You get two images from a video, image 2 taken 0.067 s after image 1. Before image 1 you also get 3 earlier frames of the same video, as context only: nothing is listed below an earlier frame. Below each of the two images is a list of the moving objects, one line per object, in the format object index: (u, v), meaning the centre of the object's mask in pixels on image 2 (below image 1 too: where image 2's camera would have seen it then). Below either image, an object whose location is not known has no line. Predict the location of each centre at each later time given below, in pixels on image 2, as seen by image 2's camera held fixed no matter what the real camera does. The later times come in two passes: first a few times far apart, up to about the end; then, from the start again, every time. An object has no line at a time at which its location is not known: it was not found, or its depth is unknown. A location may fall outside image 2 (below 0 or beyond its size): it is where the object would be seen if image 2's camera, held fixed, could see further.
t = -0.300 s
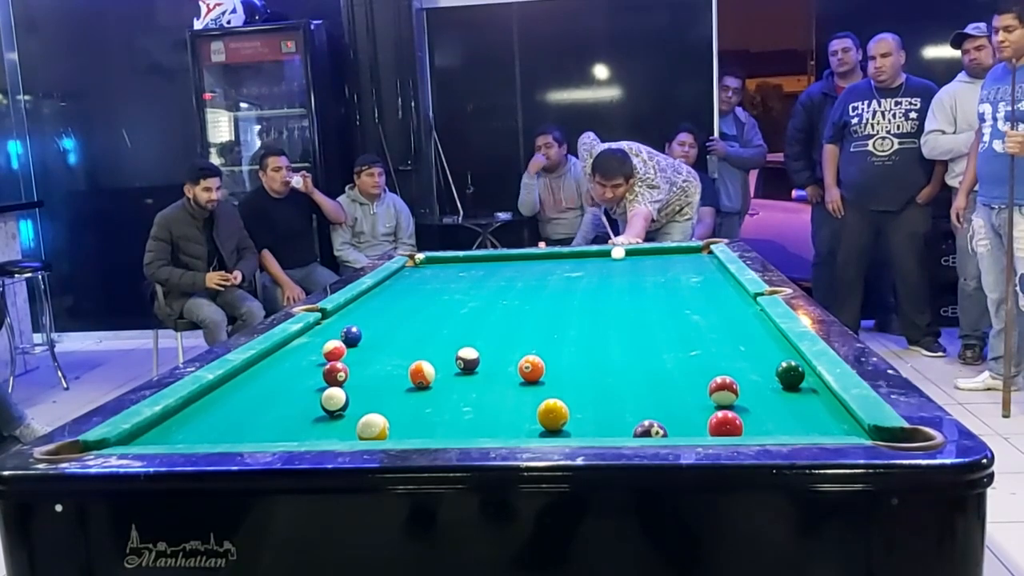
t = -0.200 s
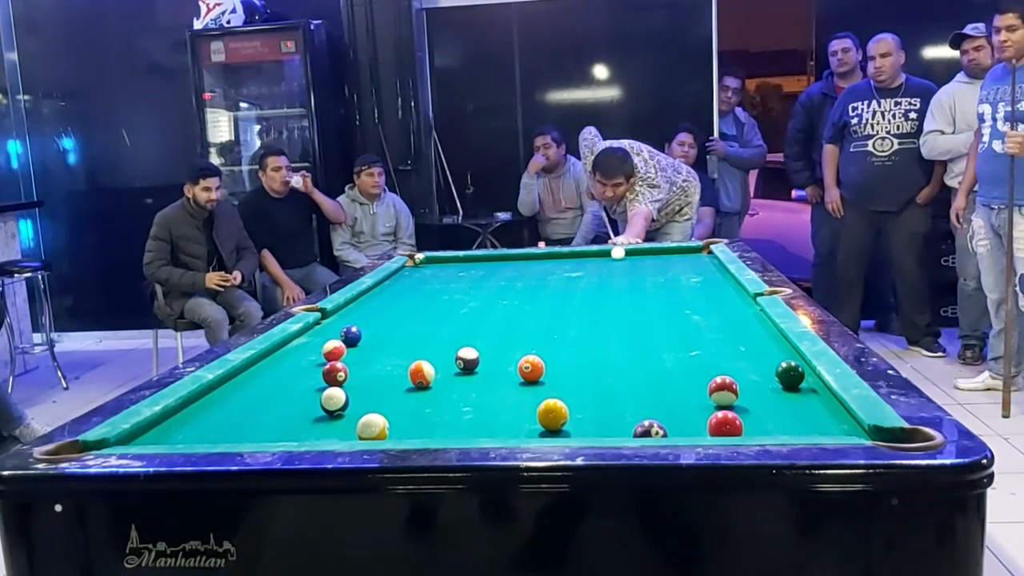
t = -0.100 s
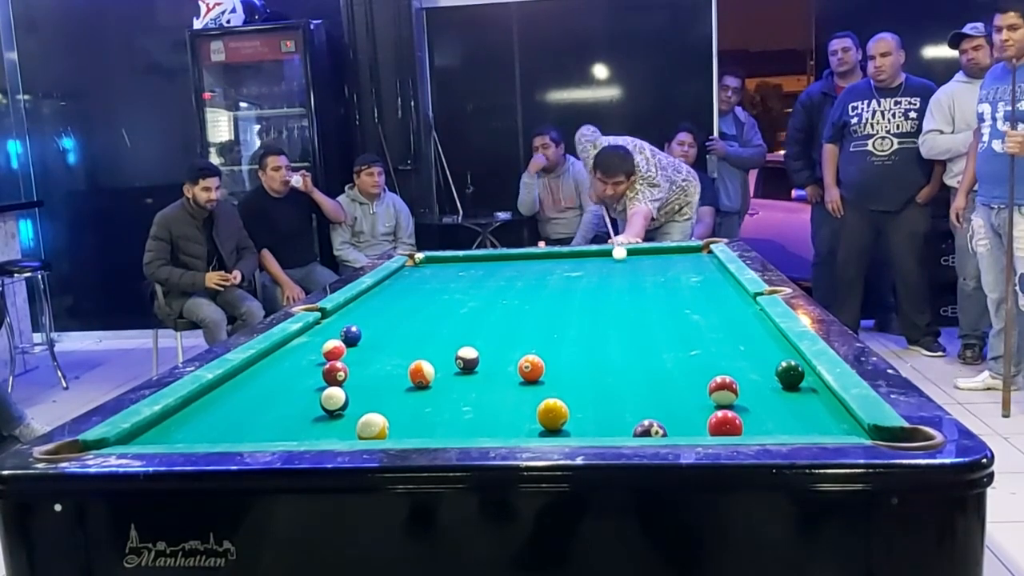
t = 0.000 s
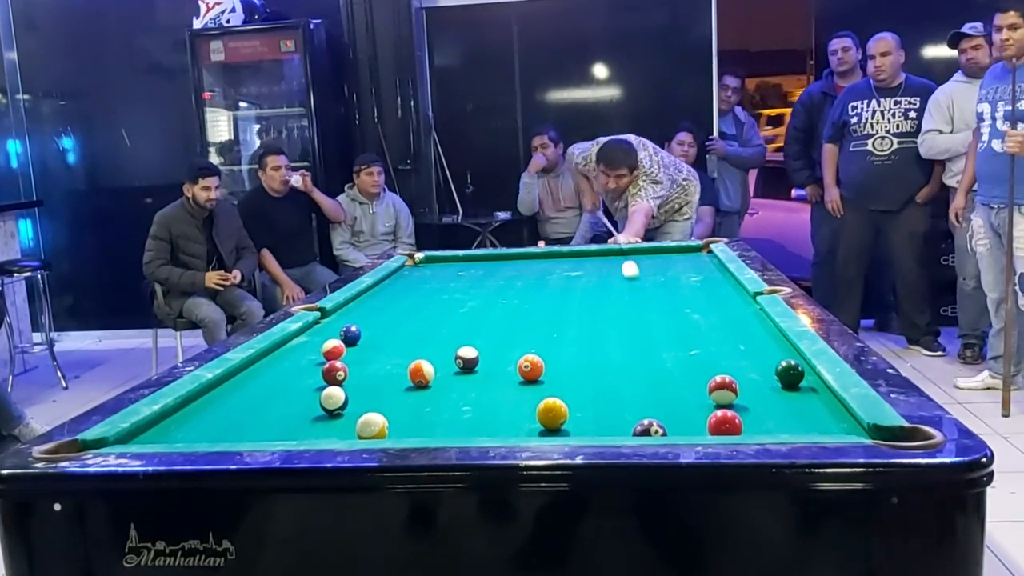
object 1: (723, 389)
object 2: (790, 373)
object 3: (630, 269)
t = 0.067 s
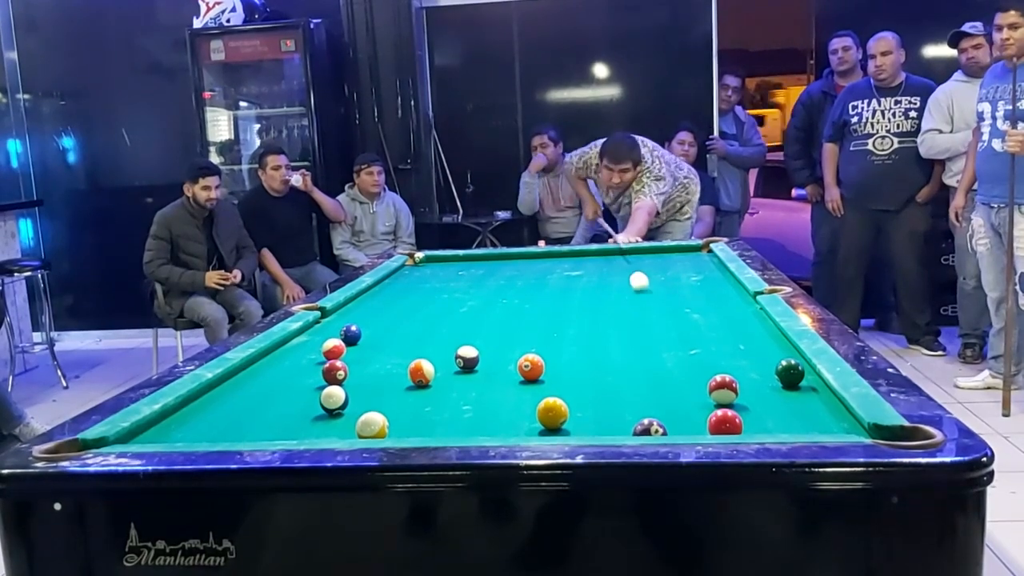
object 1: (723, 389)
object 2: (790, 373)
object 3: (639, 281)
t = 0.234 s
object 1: (723, 389)
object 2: (790, 373)
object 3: (670, 326)
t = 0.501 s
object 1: (828, 407)
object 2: (790, 373)
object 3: (625, 396)
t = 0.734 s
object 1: (721, 371)
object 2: (782, 360)
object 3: (596, 424)
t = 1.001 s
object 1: (612, 354)
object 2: (737, 343)
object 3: (609, 410)
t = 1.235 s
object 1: (538, 342)
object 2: (706, 333)
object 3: (618, 388)
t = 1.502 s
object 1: (467, 332)
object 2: (676, 322)
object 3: (627, 367)
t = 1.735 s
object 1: (414, 324)
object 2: (654, 315)
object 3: (633, 353)
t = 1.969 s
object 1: (369, 317)
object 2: (636, 309)
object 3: (638, 341)
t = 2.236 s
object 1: (327, 313)
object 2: (619, 302)
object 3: (644, 329)
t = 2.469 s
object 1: (353, 309)
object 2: (606, 298)
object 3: (648, 321)
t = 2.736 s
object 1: (383, 304)
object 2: (593, 293)
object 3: (653, 313)
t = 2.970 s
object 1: (406, 300)
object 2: (584, 290)
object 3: (657, 307)
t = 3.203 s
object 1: (425, 297)
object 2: (575, 287)
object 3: (661, 302)
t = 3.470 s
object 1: (444, 294)
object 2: (567, 285)
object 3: (665, 297)
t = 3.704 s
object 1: (457, 292)
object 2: (560, 283)
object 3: (668, 294)
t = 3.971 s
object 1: (469, 290)
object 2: (553, 281)
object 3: (671, 290)
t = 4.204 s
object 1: (478, 288)
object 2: (548, 280)
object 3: (673, 288)
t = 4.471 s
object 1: (483, 287)
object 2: (544, 278)
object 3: (676, 286)
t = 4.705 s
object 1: (487, 286)
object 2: (541, 278)
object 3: (679, 284)
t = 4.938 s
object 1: (488, 286)
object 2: (539, 277)
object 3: (681, 284)
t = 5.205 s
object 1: (488, 286)
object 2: (538, 277)
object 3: (682, 283)
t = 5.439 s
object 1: (488, 286)
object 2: (539, 277)
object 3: (681, 283)
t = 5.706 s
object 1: (488, 285)
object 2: (539, 276)
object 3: (682, 283)
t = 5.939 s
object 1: (488, 285)
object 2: (539, 276)
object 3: (682, 283)
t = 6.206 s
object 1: (489, 285)
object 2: (539, 276)
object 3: (682, 283)
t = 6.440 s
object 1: (488, 285)
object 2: (539, 276)
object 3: (682, 283)
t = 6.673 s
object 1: (488, 285)
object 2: (539, 276)
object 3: (682, 283)
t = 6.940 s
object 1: (488, 285)
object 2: (539, 277)
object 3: (682, 283)
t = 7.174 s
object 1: (488, 285)
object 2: (539, 276)
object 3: (682, 283)
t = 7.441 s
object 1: (488, 285)
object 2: (539, 276)
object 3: (682, 283)
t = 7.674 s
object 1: (488, 285)
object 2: (539, 276)
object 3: (682, 283)
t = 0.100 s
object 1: (723, 389)
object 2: (790, 373)
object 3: (644, 288)
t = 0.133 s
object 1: (723, 389)
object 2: (790, 373)
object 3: (649, 296)
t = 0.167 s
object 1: (723, 389)
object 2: (790, 373)
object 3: (656, 305)
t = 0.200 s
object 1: (723, 389)
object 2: (790, 373)
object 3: (663, 315)
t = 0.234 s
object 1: (723, 389)
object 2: (790, 373)
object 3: (670, 326)
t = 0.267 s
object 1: (723, 389)
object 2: (790, 373)
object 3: (679, 338)
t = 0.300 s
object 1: (723, 389)
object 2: (790, 373)
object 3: (689, 353)
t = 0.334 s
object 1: (723, 389)
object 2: (790, 373)
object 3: (699, 367)
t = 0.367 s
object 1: (735, 393)
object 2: (790, 373)
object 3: (701, 379)
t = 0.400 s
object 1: (773, 412)
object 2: (790, 373)
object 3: (682, 381)
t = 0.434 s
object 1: (812, 422)
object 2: (790, 373)
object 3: (663, 387)
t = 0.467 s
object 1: (824, 420)
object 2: (790, 373)
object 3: (643, 391)
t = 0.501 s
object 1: (828, 407)
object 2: (790, 373)
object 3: (625, 396)
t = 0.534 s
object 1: (819, 395)
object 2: (789, 373)
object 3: (607, 401)
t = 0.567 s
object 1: (802, 388)
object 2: (787, 369)
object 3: (589, 406)
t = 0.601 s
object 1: (788, 381)
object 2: (792, 364)
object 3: (584, 410)
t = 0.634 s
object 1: (770, 377)
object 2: (795, 369)
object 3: (588, 414)
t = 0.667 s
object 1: (753, 375)
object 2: (797, 365)
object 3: (591, 418)
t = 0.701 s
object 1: (736, 374)
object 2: (789, 362)
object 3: (594, 421)
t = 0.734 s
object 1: (721, 371)
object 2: (782, 360)
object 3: (596, 424)
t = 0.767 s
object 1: (706, 369)
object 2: (776, 357)
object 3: (598, 427)
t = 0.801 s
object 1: (691, 367)
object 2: (770, 355)
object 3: (600, 427)
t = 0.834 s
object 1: (677, 364)
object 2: (765, 354)
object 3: (602, 425)
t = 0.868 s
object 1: (663, 362)
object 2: (759, 352)
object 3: (604, 423)
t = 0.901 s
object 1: (651, 360)
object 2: (753, 350)
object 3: (605, 420)
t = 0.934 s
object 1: (638, 359)
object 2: (748, 348)
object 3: (607, 417)
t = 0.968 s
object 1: (625, 356)
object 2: (743, 346)
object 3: (608, 414)
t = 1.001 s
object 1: (612, 354)
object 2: (737, 343)
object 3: (609, 410)
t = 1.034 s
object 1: (600, 352)
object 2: (732, 342)
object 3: (611, 406)
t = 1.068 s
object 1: (591, 351)
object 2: (728, 340)
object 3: (612, 403)
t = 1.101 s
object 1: (579, 349)
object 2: (723, 339)
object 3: (613, 400)
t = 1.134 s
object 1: (568, 348)
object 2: (718, 337)
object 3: (614, 397)
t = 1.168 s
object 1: (558, 345)
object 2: (714, 336)
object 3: (616, 393)
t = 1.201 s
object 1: (548, 344)
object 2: (710, 334)
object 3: (617, 390)
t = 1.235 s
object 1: (538, 342)
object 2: (706, 333)
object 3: (618, 388)
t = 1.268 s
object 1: (528, 340)
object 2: (702, 331)
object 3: (619, 385)
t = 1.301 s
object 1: (519, 340)
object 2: (697, 330)
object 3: (620, 382)
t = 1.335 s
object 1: (509, 339)
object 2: (693, 329)
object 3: (621, 379)
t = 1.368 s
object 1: (500, 337)
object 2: (690, 327)
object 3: (622, 377)
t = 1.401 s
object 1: (492, 336)
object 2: (686, 326)
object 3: (623, 375)
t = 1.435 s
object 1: (484, 335)
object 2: (682, 325)
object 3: (624, 372)
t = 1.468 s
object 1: (475, 333)
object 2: (678, 324)
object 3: (626, 370)
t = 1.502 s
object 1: (467, 332)
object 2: (676, 322)
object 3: (627, 367)
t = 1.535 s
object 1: (459, 331)
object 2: (672, 322)
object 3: (627, 365)
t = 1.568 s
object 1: (451, 329)
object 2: (669, 320)
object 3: (629, 363)
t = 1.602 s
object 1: (444, 329)
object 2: (666, 319)
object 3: (629, 361)
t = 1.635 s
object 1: (436, 327)
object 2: (662, 318)
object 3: (630, 359)
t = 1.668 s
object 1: (429, 326)
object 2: (659, 317)
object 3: (631, 357)
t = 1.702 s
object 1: (422, 325)
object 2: (657, 316)
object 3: (632, 355)
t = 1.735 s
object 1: (414, 324)
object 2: (654, 315)
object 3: (633, 353)
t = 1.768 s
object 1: (408, 323)
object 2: (651, 314)
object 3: (634, 351)
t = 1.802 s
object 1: (401, 322)
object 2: (648, 313)
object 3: (635, 349)
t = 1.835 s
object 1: (394, 321)
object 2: (646, 312)
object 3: (635, 347)
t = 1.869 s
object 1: (388, 320)
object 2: (643, 311)
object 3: (636, 346)
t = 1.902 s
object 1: (382, 319)
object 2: (641, 310)
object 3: (637, 344)
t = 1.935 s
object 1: (376, 318)
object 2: (638, 309)
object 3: (637, 343)
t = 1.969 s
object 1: (369, 317)
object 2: (636, 309)
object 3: (638, 341)
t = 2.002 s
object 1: (364, 316)
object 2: (634, 308)
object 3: (639, 339)
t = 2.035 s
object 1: (358, 315)
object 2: (631, 307)
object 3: (640, 338)
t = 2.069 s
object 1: (352, 314)
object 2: (629, 306)
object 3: (640, 336)
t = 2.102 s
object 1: (346, 314)
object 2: (627, 305)
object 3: (641, 335)
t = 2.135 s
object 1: (341, 313)
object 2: (625, 304)
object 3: (642, 333)
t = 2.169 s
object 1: (335, 312)
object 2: (622, 304)
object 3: (642, 332)
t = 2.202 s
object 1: (330, 311)
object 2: (620, 303)
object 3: (643, 331)
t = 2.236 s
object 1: (327, 313)
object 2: (619, 302)
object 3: (644, 329)
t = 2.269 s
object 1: (327, 313)
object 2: (616, 302)
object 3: (644, 328)
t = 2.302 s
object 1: (332, 312)
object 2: (615, 301)
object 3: (645, 327)
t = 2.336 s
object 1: (336, 312)
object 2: (613, 300)
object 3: (646, 326)
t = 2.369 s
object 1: (340, 311)
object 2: (611, 300)
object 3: (646, 325)
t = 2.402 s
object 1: (345, 310)
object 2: (609, 299)
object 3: (647, 323)
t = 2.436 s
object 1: (349, 309)
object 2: (608, 298)
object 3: (647, 322)
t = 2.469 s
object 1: (353, 309)
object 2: (606, 298)
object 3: (648, 321)
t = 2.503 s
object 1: (357, 308)
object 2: (605, 297)
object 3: (649, 320)
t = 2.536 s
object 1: (361, 307)
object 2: (603, 296)
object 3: (649, 319)
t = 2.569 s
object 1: (364, 307)
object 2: (601, 296)
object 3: (650, 318)
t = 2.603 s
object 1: (368, 306)
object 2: (599, 295)
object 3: (650, 317)
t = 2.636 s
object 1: (372, 306)
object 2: (598, 295)
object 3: (651, 316)
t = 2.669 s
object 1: (376, 305)
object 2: (596, 294)
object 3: (651, 315)
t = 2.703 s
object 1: (380, 304)
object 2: (595, 294)
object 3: (652, 314)
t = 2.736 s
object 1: (383, 304)
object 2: (593, 293)
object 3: (653, 313)
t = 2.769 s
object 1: (387, 304)
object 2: (592, 293)
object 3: (653, 312)
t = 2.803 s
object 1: (390, 303)
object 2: (591, 292)
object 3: (654, 311)
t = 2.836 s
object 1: (393, 303)
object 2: (590, 291)
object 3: (655, 310)
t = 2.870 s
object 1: (396, 302)
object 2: (588, 291)
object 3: (655, 309)
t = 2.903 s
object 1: (399, 302)
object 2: (587, 291)
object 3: (656, 309)
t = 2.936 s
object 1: (403, 301)
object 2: (585, 290)
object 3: (657, 308)
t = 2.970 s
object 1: (406, 300)
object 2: (584, 290)
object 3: (657, 307)
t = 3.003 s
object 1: (409, 300)
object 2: (583, 289)
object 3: (658, 306)
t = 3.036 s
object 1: (412, 300)
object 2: (581, 289)
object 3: (658, 305)
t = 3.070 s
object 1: (414, 299)
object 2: (580, 289)
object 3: (659, 305)
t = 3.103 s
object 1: (417, 299)
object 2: (579, 288)
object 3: (660, 304)
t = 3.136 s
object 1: (420, 298)
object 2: (577, 288)
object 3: (660, 304)
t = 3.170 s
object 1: (423, 298)
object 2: (576, 287)
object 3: (661, 302)
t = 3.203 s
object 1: (425, 297)
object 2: (575, 287)
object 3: (661, 302)
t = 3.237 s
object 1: (428, 297)
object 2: (574, 287)
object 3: (662, 301)
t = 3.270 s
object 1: (431, 296)
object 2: (573, 287)
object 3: (662, 301)
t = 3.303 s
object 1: (433, 296)
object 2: (572, 286)
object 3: (663, 300)
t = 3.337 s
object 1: (436, 296)
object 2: (571, 286)
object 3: (663, 299)
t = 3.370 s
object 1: (437, 296)
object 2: (570, 286)
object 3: (664, 299)
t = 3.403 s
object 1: (440, 295)
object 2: (569, 285)
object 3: (664, 298)
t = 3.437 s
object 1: (442, 295)
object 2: (568, 285)
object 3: (665, 298)
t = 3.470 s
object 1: (444, 294)
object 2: (567, 285)
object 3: (665, 297)
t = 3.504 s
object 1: (446, 294)
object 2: (565, 284)
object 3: (666, 296)
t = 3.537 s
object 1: (448, 294)
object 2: (565, 284)
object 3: (666, 296)
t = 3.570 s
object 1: (450, 293)
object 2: (563, 284)
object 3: (667, 295)
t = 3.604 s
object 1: (452, 293)
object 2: (562, 283)
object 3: (667, 295)
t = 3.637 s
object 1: (454, 292)
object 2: (561, 283)
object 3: (668, 295)
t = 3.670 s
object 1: (456, 292)
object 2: (561, 283)
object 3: (668, 294)
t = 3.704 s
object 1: (457, 292)
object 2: (560, 283)
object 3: (668, 294)
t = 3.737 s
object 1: (459, 292)
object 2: (559, 283)
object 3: (669, 293)
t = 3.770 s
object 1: (461, 292)
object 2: (558, 282)
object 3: (669, 293)
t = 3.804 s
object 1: (462, 291)
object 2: (557, 282)
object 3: (670, 292)
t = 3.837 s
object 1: (463, 291)
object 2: (556, 281)
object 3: (670, 292)
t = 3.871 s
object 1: (465, 291)
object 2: (555, 281)
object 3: (670, 291)
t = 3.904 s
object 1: (466, 290)
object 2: (554, 281)
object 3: (670, 291)
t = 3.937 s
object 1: (468, 290)
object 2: (553, 281)
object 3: (671, 290)
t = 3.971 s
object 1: (469, 290)
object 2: (553, 281)
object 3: (671, 290)
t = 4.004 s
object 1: (471, 289)
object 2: (552, 281)
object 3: (671, 290)
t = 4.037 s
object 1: (472, 289)
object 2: (551, 280)
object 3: (672, 290)
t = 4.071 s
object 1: (473, 289)
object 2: (550, 280)
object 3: (672, 289)
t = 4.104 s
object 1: (474, 289)
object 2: (550, 280)
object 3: (672, 289)
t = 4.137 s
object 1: (476, 288)
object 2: (549, 280)
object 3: (673, 288)
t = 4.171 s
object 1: (477, 288)
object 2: (548, 280)
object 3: (673, 288)
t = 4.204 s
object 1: (478, 288)
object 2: (548, 280)
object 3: (673, 288)
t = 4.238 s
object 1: (479, 288)
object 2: (547, 279)
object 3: (674, 288)
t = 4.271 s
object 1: (479, 288)
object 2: (547, 279)
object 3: (674, 287)
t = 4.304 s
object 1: (480, 288)
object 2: (546, 279)
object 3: (674, 287)
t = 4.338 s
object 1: (481, 288)
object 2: (546, 279)
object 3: (675, 287)
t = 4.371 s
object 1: (482, 288)
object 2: (545, 279)
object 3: (675, 286)
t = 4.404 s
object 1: (483, 287)
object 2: (545, 279)
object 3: (675, 286)
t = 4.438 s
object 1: (483, 288)
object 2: (544, 278)
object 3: (676, 286)
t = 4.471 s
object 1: (483, 287)
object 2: (544, 278)
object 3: (676, 286)
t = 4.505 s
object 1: (484, 287)
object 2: (544, 278)
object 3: (677, 285)
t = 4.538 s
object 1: (485, 287)
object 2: (543, 278)
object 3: (677, 285)
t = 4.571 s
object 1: (486, 287)
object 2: (542, 278)
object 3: (677, 285)
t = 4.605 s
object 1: (486, 287)
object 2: (542, 278)
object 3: (678, 285)
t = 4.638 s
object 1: (486, 287)
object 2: (542, 278)
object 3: (678, 285)
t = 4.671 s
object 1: (487, 286)
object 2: (542, 278)
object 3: (678, 285)
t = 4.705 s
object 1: (487, 286)
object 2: (541, 278)
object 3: (679, 284)
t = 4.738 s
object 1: (487, 286)
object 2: (541, 277)
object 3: (679, 284)
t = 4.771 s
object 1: (488, 286)
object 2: (540, 277)
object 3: (679, 284)
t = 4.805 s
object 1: (488, 286)
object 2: (540, 277)
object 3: (680, 284)
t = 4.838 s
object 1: (488, 286)
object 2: (540, 277)
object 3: (680, 284)
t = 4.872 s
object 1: (488, 286)
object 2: (540, 277)
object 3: (680, 284)
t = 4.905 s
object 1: (488, 286)
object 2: (540, 277)
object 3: (681, 284)
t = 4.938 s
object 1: (488, 286)
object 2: (539, 277)
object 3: (681, 284)
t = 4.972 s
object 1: (488, 286)
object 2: (539, 277)
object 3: (681, 284)
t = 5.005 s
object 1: (488, 286)
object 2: (539, 277)
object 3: (681, 283)
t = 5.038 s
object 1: (488, 286)
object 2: (539, 277)
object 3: (681, 283)
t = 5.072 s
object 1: (488, 286)
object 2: (539, 277)
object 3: (682, 283)
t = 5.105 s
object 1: (488, 286)
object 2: (538, 277)
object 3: (682, 283)
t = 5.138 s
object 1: (488, 286)
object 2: (538, 277)
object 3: (682, 283)
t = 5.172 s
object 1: (488, 286)
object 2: (538, 277)
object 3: (682, 283)
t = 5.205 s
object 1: (488, 286)
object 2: (538, 277)
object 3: (682, 283)
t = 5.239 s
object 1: (488, 286)
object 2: (538, 277)
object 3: (681, 283)
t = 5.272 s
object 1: (488, 286)
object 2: (538, 277)
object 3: (681, 283)
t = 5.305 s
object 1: (488, 286)
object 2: (538, 277)
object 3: (681, 283)
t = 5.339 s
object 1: (488, 286)
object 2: (538, 277)
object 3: (681, 283)
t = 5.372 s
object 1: (488, 286)
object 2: (538, 277)
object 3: (681, 283)
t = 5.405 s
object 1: (488, 285)
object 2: (538, 277)
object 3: (681, 283)
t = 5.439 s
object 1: (488, 286)
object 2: (539, 277)
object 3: (681, 283)
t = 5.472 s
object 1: (488, 286)
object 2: (539, 277)
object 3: (681, 283)
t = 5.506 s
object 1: (488, 285)
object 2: (539, 277)
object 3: (681, 283)
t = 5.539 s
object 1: (488, 285)
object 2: (539, 277)
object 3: (681, 283)
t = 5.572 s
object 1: (488, 285)
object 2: (539, 277)
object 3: (682, 283)
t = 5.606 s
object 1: (488, 285)
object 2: (539, 277)
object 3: (682, 283)
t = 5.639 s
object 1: (488, 285)
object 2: (539, 276)
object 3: (681, 283)
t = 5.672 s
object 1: (488, 285)
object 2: (539, 277)
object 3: (682, 283)
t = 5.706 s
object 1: (488, 285)
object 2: (539, 276)
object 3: (682, 283)
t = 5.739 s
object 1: (488, 285)
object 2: (539, 277)
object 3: (682, 283)
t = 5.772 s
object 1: (488, 285)
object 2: (539, 276)
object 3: (682, 283)
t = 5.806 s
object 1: (488, 286)
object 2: (539, 277)
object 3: (682, 283)
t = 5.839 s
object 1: (488, 285)
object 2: (539, 277)
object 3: (682, 283)
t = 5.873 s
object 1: (488, 285)
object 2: (539, 276)
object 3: (682, 283)
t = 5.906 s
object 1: (488, 285)
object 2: (539, 277)
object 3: (682, 283)
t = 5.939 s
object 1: (488, 285)
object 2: (539, 276)
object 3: (682, 283)
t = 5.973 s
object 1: (488, 285)
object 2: (539, 276)
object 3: (682, 283)
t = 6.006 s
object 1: (488, 285)
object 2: (539, 276)
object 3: (682, 283)
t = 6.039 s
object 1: (488, 285)
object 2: (539, 276)
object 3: (682, 283)
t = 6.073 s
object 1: (488, 285)
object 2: (539, 276)
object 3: (682, 283)
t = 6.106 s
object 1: (488, 285)
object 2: (539, 276)
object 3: (682, 283)
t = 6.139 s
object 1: (488, 285)
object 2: (539, 276)
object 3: (682, 283)
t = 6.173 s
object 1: (488, 285)
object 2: (539, 276)
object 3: (682, 283)
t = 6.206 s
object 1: (489, 285)
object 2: (539, 276)
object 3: (682, 283)
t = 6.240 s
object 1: (488, 285)
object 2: (539, 276)
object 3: (682, 283)
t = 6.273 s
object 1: (488, 285)
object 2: (539, 276)
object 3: (682, 283)
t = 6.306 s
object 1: (488, 285)
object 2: (539, 276)
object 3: (682, 283)
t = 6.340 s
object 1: (488, 285)
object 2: (539, 276)
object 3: (682, 283)
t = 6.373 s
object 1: (488, 285)
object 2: (539, 276)
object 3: (682, 283)
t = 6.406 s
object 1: (488, 285)
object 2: (539, 276)
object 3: (682, 283)
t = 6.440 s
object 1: (488, 285)
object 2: (539, 276)
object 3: (682, 283)
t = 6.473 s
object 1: (488, 285)
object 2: (539, 276)
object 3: (682, 283)
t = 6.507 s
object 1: (488, 285)
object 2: (539, 276)
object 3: (682, 283)
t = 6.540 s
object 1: (488, 285)
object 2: (539, 276)
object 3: (682, 283)
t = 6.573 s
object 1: (488, 285)
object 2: (539, 276)
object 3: (681, 283)
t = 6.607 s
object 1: (488, 285)
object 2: (539, 276)
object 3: (681, 283)
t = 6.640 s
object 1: (488, 285)
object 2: (539, 276)
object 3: (682, 283)
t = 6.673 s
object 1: (488, 285)
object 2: (539, 276)
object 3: (682, 283)
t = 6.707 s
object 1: (488, 285)
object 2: (539, 277)
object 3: (682, 284)
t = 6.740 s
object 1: (488, 285)
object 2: (539, 276)
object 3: (682, 283)
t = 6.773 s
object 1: (488, 285)
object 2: (539, 276)
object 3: (682, 283)
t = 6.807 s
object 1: (488, 285)
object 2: (539, 276)
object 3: (681, 283)
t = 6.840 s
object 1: (488, 285)
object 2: (538, 276)
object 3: (681, 283)
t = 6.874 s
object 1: (488, 285)
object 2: (539, 277)
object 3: (682, 283)
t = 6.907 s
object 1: (488, 285)
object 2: (539, 276)
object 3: (681, 283)
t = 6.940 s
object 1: (488, 285)
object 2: (539, 277)
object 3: (682, 283)
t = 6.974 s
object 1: (488, 285)
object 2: (539, 277)
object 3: (682, 283)
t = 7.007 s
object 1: (488, 285)
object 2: (539, 276)
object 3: (682, 283)
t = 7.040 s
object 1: (488, 285)
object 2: (539, 276)
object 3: (682, 283)
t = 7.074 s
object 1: (488, 285)
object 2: (539, 276)
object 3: (681, 283)
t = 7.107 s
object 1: (488, 285)
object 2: (539, 276)
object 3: (682, 283)
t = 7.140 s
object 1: (488, 285)
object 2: (539, 276)
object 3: (682, 283)
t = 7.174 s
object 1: (488, 285)
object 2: (539, 276)
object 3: (682, 283)
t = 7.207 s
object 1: (488, 285)
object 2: (539, 276)
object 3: (682, 283)
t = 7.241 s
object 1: (488, 285)
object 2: (539, 276)
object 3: (682, 283)
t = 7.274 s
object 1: (488, 285)
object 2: (539, 276)
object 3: (682, 283)
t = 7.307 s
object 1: (488, 285)
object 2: (539, 276)
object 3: (682, 283)
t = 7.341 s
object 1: (488, 285)
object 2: (539, 276)
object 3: (682, 283)
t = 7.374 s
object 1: (488, 285)
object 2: (539, 276)
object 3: (682, 283)
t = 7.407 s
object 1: (488, 285)
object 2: (539, 276)
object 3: (682, 283)
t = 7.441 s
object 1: (488, 285)
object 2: (539, 276)
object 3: (682, 283)
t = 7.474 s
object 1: (488, 285)
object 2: (539, 276)
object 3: (682, 283)
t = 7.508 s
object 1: (488, 285)
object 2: (539, 276)
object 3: (682, 283)
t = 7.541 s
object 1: (488, 285)
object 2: (539, 276)
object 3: (682, 283)
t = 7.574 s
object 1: (488, 285)
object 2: (539, 276)
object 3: (682, 283)
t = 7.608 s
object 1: (488, 285)
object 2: (539, 276)
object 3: (682, 283)
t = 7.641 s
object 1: (488, 285)
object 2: (539, 276)
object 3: (682, 283)
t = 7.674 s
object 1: (488, 285)
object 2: (539, 276)
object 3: (682, 283)
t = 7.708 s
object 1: (488, 285)
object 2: (539, 276)
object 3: (682, 283)
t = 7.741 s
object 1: (488, 285)
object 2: (539, 276)
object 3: (682, 283)
